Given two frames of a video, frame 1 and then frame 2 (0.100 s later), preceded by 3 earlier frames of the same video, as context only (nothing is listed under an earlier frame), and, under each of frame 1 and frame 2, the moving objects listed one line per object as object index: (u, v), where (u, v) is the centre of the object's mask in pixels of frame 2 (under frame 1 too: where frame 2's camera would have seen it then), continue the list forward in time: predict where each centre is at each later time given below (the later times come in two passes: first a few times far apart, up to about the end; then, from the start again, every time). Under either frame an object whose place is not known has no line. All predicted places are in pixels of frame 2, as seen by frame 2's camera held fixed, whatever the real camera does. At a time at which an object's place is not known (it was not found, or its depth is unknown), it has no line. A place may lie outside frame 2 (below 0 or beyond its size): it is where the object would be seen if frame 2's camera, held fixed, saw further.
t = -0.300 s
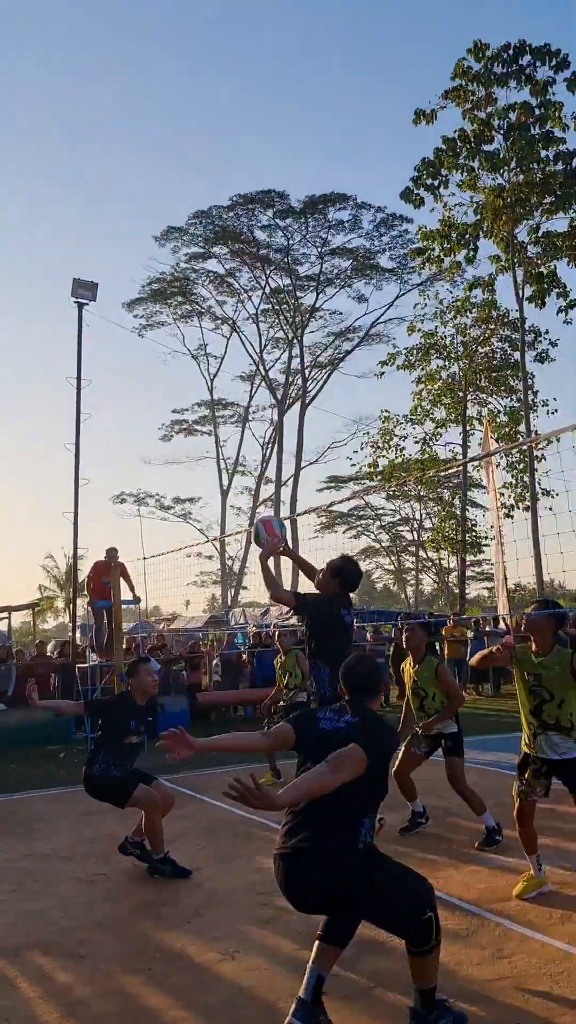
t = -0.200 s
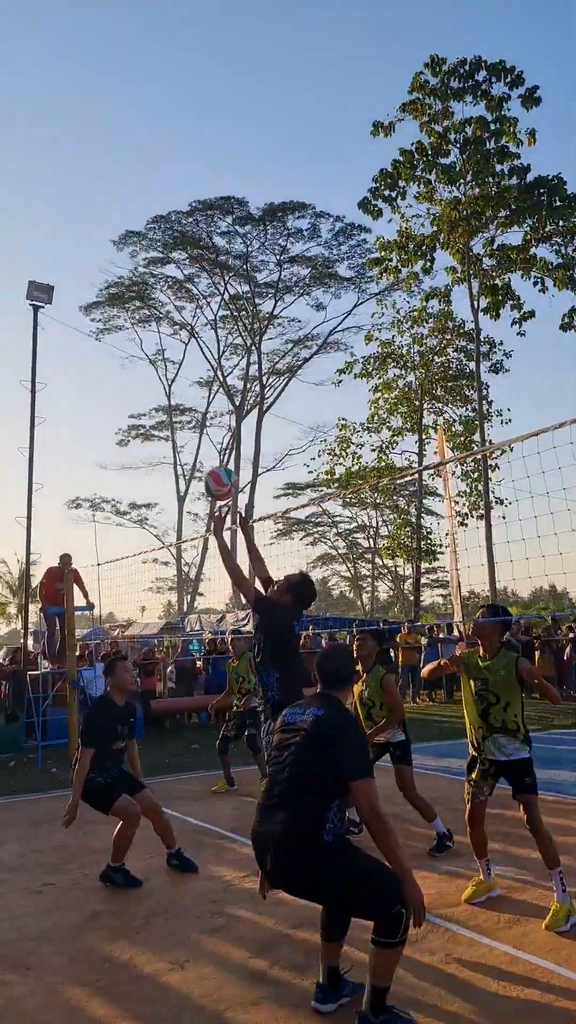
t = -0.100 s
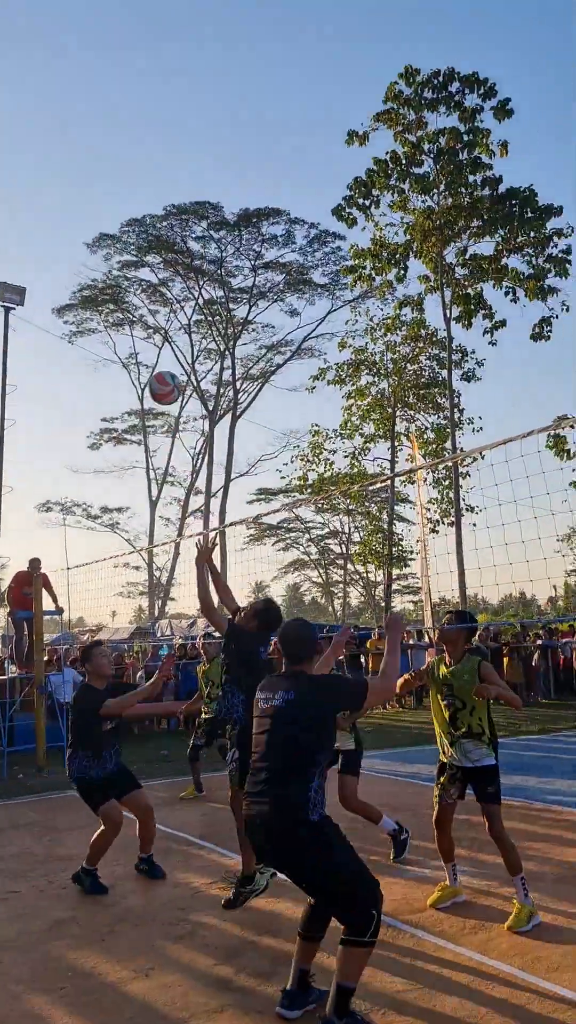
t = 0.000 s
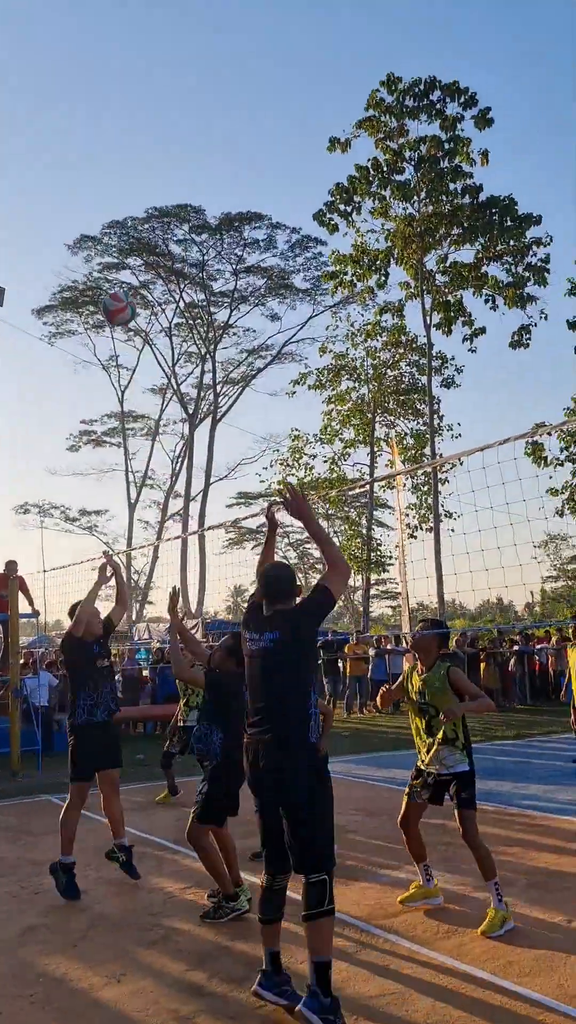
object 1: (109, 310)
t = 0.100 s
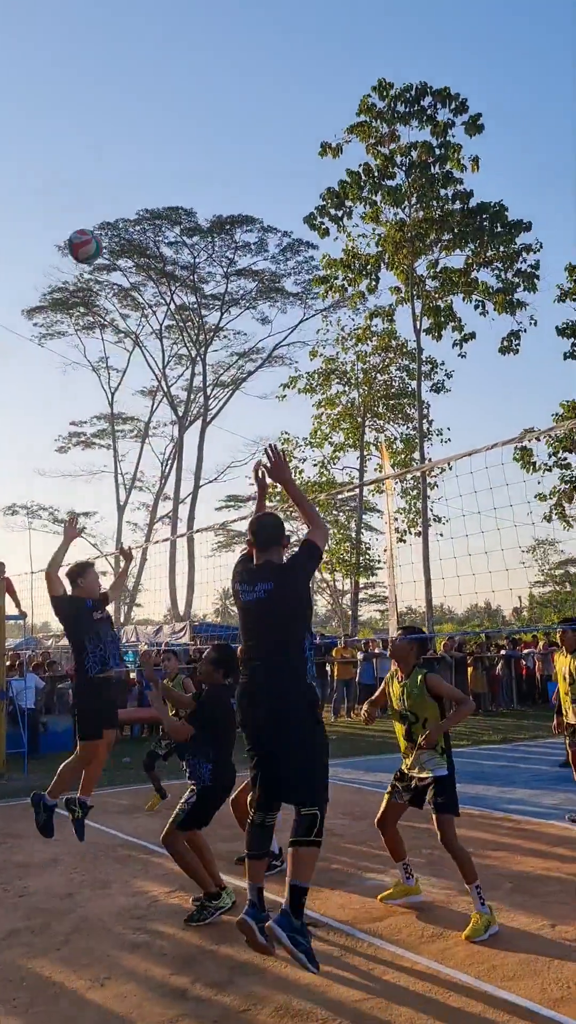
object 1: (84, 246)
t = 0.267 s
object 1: (45, 178)
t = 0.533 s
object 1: (-13, 161)
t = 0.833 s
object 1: (-76, 267)
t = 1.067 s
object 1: (-128, 441)
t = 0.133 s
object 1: (77, 229)
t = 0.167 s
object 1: (69, 213)
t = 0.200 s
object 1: (61, 200)
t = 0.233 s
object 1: (53, 188)
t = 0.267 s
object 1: (45, 178)
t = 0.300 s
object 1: (37, 170)
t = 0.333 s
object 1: (30, 164)
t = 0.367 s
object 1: (22, 159)
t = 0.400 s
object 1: (15, 157)
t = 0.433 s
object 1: (8, 155)
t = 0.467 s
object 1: (1, 156)
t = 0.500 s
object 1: (-6, 158)
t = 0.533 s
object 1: (-13, 161)
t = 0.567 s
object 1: (-20, 167)
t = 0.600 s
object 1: (-27, 173)
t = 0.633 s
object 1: (-34, 182)
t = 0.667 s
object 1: (-41, 192)
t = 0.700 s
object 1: (-48, 204)
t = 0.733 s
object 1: (-55, 217)
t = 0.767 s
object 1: (-62, 232)
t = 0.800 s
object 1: (-69, 249)
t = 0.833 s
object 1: (-76, 267)
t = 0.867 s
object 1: (-83, 287)
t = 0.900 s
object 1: (-90, 308)
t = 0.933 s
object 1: (-98, 331)
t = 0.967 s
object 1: (-105, 356)
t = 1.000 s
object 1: (-113, 383)
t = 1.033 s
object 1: (-121, 411)
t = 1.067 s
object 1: (-128, 441)
